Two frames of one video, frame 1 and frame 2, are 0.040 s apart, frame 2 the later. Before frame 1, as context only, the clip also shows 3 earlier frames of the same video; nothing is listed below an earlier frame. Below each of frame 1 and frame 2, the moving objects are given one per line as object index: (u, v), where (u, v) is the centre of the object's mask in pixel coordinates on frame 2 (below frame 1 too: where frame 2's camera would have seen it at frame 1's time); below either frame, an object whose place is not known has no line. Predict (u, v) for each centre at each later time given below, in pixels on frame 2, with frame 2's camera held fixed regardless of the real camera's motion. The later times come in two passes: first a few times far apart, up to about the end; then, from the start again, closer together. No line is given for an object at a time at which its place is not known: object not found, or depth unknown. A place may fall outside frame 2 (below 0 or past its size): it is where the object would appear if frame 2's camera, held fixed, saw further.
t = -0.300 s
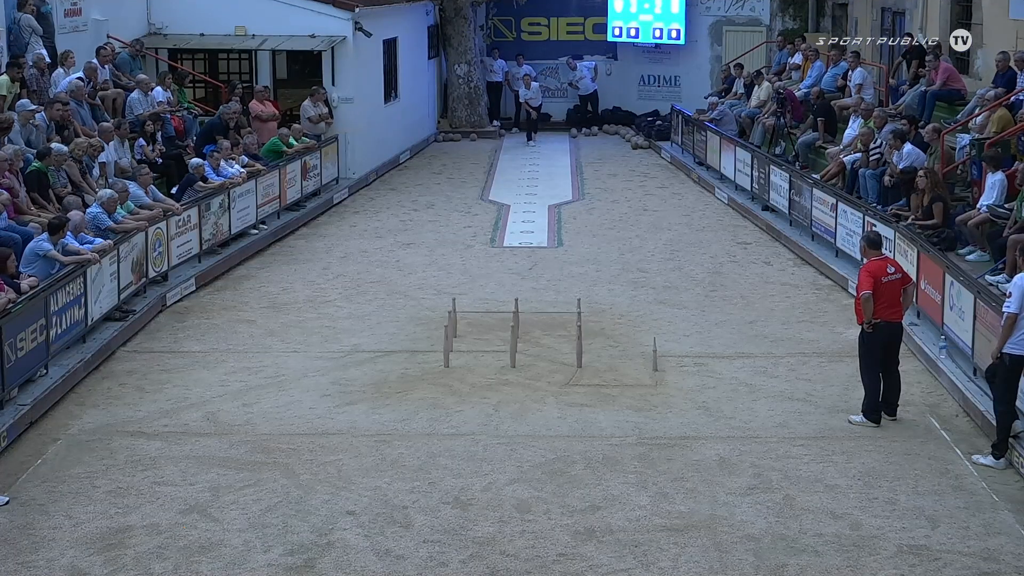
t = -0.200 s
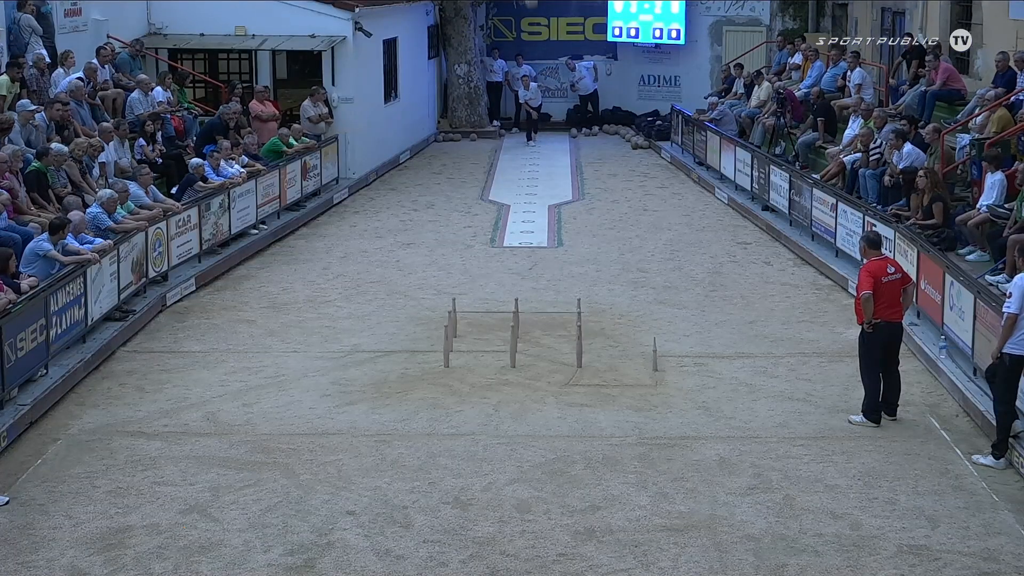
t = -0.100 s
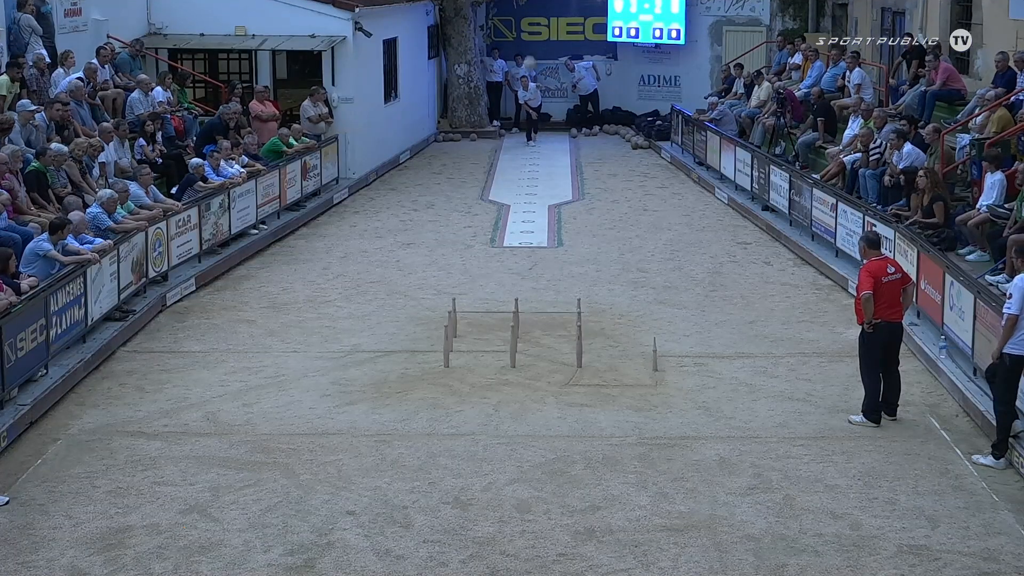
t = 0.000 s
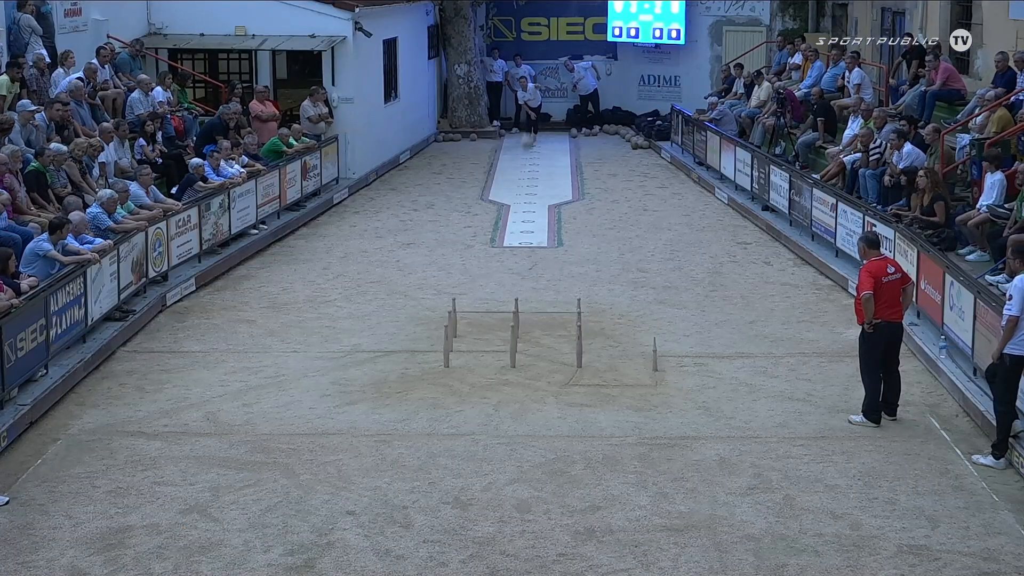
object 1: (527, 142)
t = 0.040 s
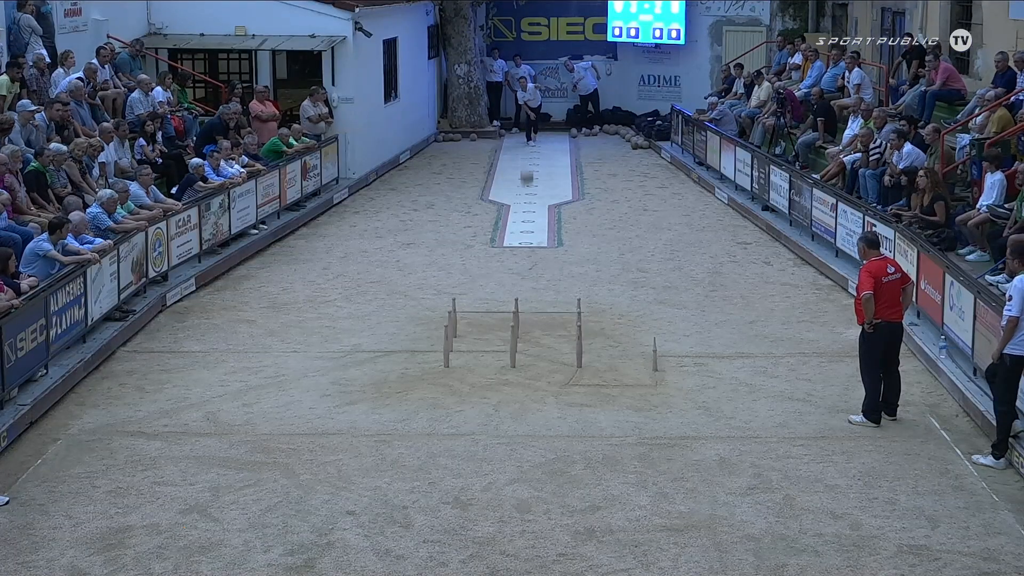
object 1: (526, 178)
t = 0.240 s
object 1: (536, 330)
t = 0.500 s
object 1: (590, 350)
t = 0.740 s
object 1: (622, 362)
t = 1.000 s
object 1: (658, 375)
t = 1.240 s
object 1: (693, 389)
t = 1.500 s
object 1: (732, 403)
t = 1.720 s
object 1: (766, 415)
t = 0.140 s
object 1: (524, 277)
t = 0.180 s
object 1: (524, 324)
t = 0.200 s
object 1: (526, 331)
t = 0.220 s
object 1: (531, 331)
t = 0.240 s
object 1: (536, 330)
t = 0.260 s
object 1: (540, 329)
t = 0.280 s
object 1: (546, 330)
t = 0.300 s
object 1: (551, 330)
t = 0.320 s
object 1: (555, 331)
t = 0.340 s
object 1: (561, 332)
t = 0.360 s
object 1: (566, 334)
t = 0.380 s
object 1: (570, 336)
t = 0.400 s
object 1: (572, 337)
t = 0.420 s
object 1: (576, 338)
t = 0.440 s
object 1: (585, 341)
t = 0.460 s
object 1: (586, 344)
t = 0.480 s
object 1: (588, 347)
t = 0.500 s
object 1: (590, 350)
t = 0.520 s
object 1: (592, 350)
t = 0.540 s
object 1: (595, 351)
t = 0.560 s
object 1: (598, 352)
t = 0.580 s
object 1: (600, 354)
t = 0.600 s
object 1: (603, 354)
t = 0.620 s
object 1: (606, 356)
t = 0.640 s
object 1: (608, 357)
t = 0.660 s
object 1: (611, 357)
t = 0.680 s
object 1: (614, 359)
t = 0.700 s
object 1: (617, 359)
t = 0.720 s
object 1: (619, 360)
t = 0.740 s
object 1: (622, 362)
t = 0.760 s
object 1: (624, 363)
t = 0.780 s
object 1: (627, 364)
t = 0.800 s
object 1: (630, 365)
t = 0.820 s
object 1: (633, 366)
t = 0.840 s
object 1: (636, 367)
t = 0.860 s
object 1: (638, 368)
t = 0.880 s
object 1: (641, 369)
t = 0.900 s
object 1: (644, 370)
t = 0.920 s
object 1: (647, 371)
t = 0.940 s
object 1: (649, 372)
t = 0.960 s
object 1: (652, 373)
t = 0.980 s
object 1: (654, 374)
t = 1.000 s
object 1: (658, 375)
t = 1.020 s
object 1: (661, 377)
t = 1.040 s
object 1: (664, 378)
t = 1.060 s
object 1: (667, 379)
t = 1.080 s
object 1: (670, 380)
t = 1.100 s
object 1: (672, 381)
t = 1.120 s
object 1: (675, 382)
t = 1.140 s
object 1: (678, 383)
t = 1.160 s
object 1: (681, 385)
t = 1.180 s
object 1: (684, 386)
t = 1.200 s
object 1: (687, 387)
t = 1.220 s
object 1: (690, 388)
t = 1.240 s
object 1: (693, 389)
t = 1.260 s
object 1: (696, 390)
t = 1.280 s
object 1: (699, 392)
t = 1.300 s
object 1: (702, 392)
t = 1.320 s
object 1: (705, 394)
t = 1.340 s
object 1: (708, 395)
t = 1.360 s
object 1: (711, 396)
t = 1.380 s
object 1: (714, 397)
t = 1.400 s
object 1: (717, 398)
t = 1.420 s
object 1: (720, 399)
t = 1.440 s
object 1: (723, 400)
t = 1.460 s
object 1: (726, 401)
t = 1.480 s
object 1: (729, 402)
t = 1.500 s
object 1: (732, 403)
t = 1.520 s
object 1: (735, 404)
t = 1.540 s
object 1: (738, 405)
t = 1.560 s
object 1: (741, 406)
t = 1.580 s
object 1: (744, 408)
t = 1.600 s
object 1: (747, 409)
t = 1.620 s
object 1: (750, 409)
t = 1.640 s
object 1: (753, 410)
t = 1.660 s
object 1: (756, 412)
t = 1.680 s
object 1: (759, 413)
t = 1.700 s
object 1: (762, 414)
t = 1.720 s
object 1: (766, 415)
